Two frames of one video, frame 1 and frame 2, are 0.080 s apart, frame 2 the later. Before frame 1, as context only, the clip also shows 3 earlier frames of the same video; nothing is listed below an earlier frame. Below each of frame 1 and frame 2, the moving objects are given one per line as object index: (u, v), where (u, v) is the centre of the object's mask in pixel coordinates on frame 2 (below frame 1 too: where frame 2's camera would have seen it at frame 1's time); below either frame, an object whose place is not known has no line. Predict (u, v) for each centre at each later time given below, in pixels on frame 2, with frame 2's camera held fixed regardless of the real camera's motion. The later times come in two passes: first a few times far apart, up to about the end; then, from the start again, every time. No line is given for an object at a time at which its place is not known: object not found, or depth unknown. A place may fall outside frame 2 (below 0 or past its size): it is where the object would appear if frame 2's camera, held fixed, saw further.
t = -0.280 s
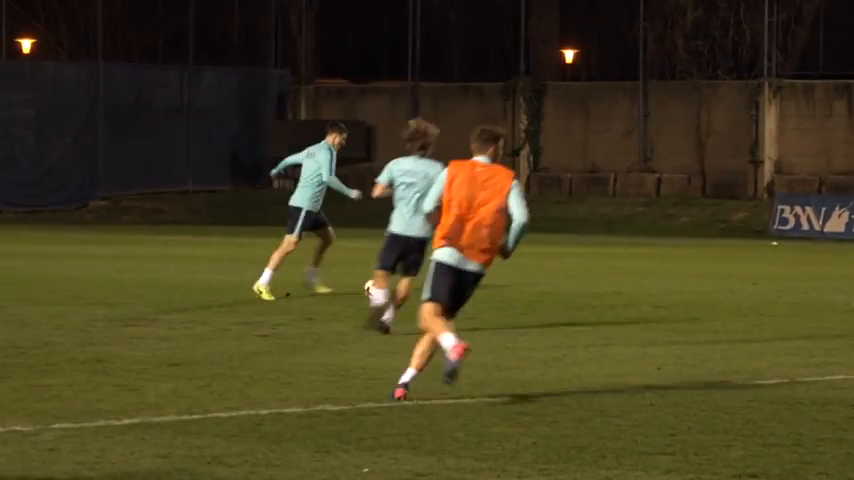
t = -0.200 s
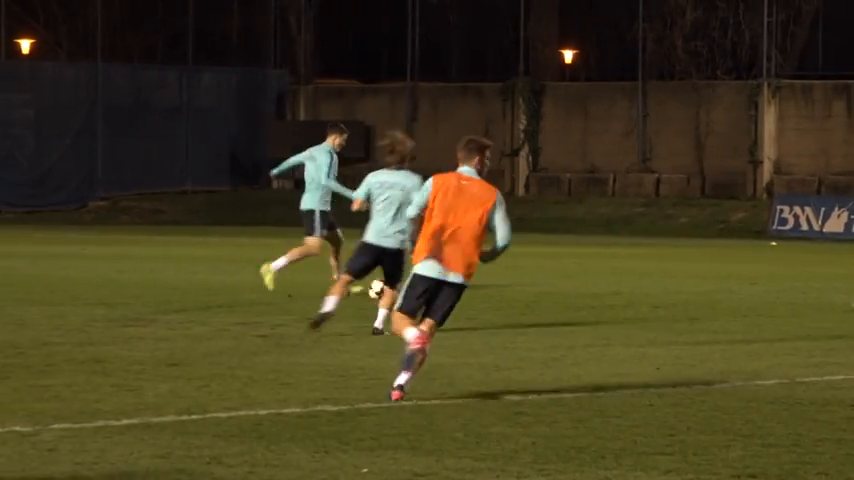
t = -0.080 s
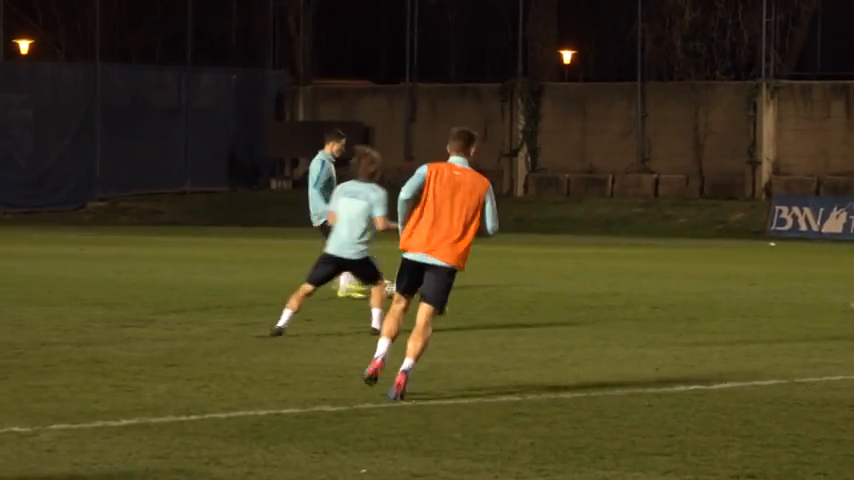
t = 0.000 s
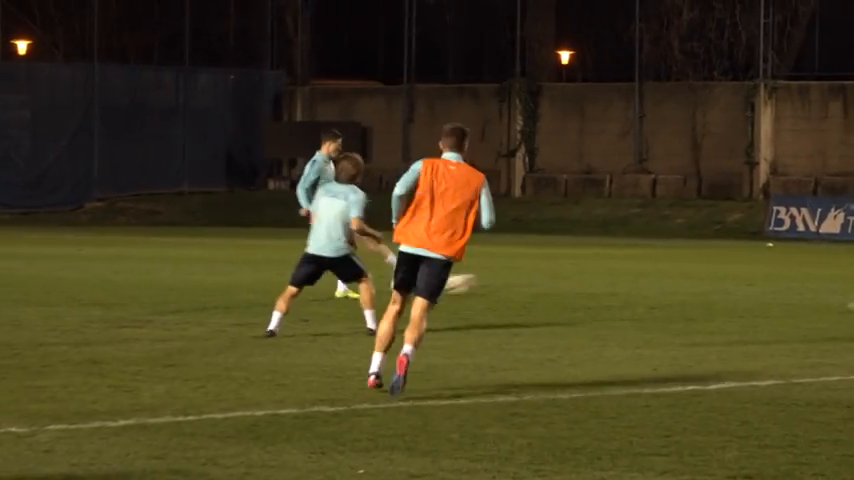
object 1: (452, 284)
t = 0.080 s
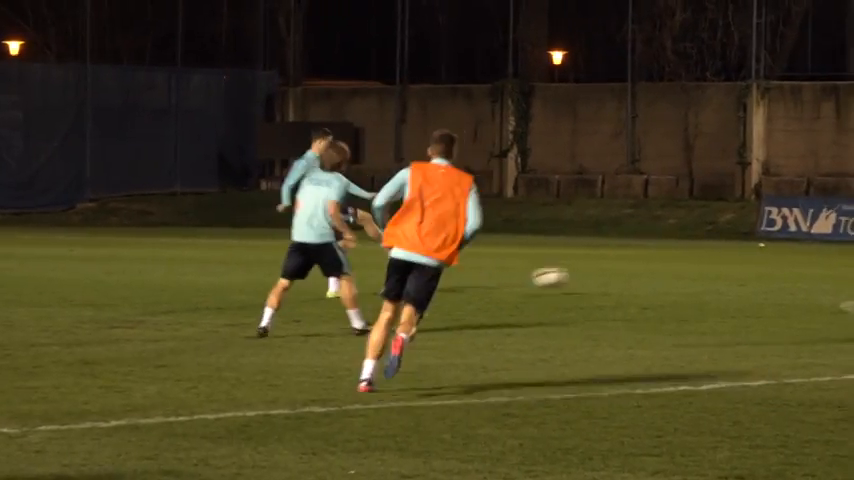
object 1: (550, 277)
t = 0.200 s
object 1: (693, 282)
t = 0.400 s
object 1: (897, 275)
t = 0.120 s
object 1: (599, 276)
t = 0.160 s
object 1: (647, 278)
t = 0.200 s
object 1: (693, 282)
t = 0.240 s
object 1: (736, 280)
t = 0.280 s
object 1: (777, 276)
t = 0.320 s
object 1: (817, 274)
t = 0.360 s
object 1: (857, 274)
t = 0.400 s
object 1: (897, 275)
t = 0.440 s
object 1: (937, 279)
